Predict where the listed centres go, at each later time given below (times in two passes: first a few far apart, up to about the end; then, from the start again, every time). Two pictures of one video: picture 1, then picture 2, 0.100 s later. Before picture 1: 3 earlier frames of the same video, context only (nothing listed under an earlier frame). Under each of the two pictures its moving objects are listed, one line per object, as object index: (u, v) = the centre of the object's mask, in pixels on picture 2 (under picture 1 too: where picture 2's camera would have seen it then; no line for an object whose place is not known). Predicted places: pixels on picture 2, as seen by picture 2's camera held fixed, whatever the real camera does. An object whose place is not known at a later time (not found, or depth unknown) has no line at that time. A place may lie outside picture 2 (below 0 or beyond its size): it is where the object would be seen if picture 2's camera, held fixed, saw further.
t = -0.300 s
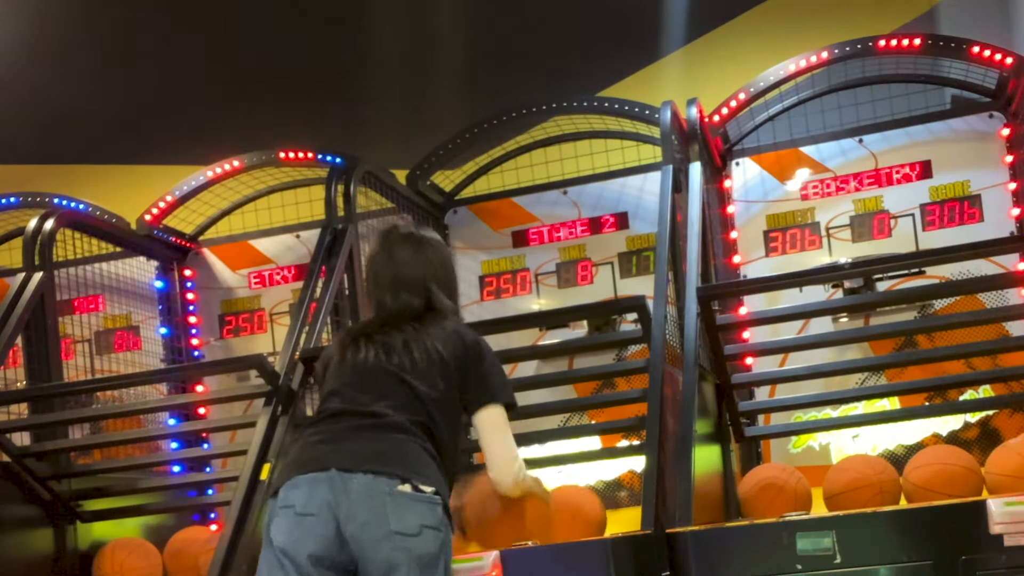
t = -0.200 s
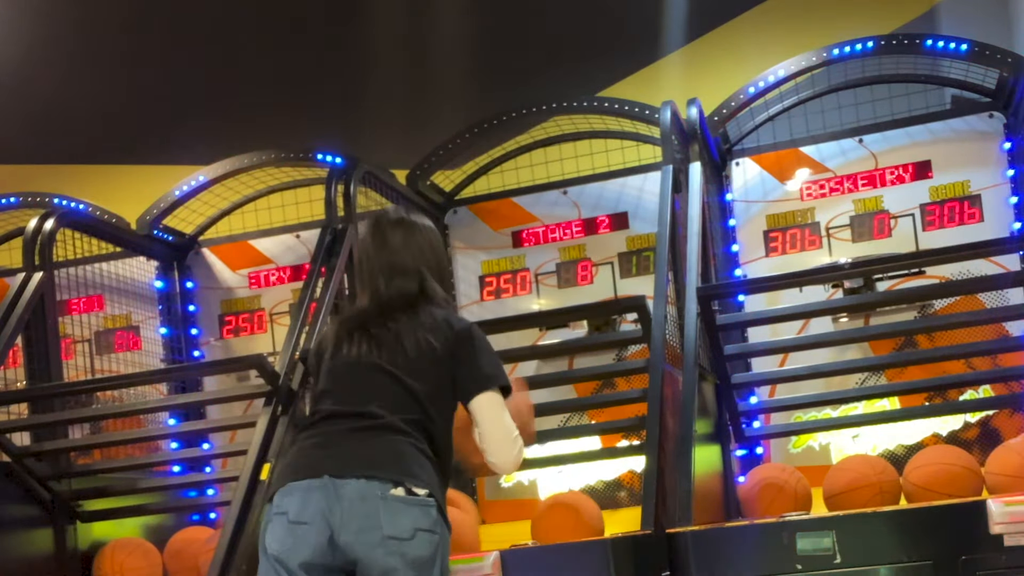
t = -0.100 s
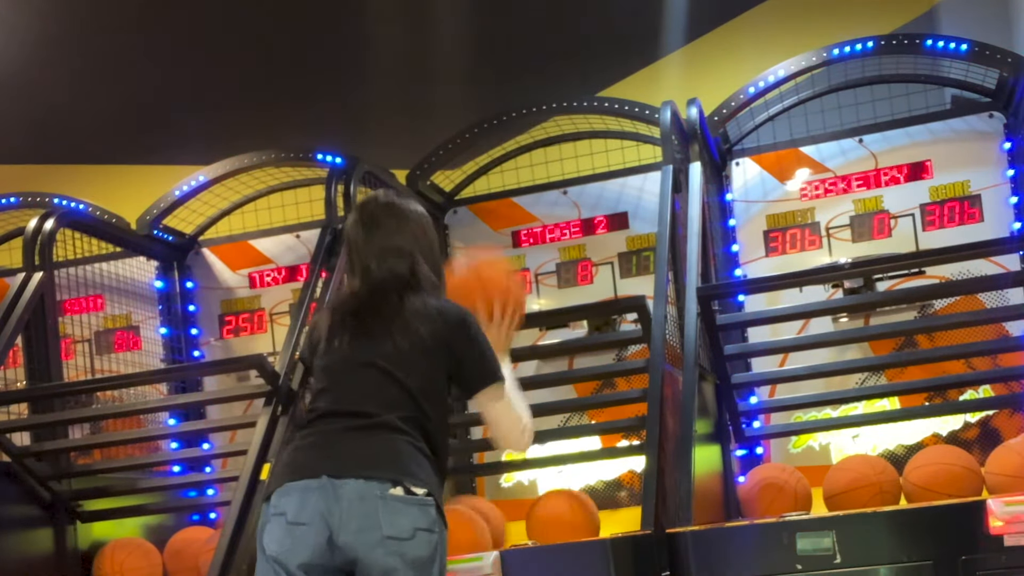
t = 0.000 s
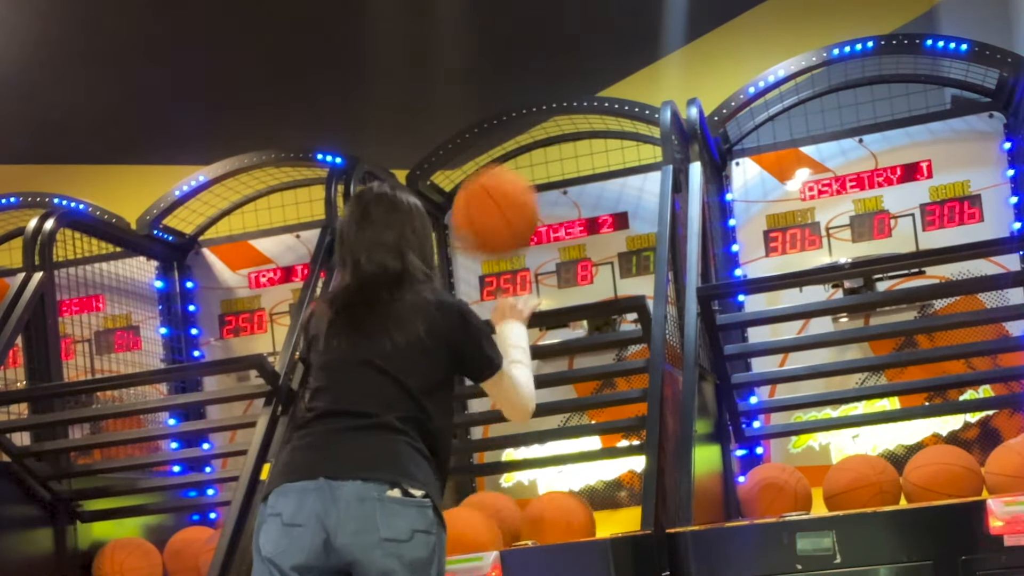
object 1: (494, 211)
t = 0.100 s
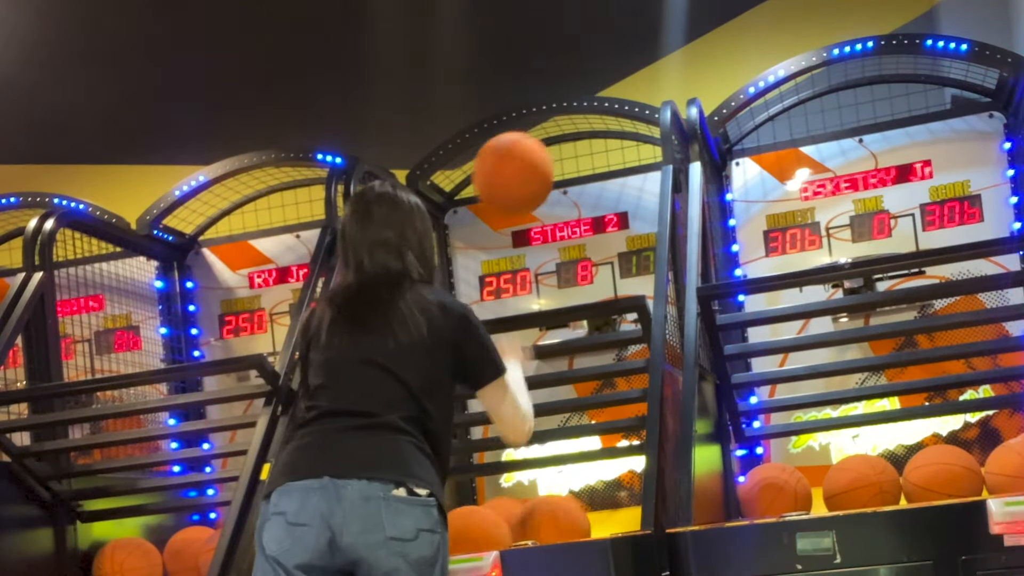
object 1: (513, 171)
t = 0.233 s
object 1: (538, 179)
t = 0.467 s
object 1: (576, 264)
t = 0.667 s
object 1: (579, 269)
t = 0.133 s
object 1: (519, 169)
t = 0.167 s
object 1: (525, 169)
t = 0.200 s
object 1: (531, 172)
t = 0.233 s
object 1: (538, 179)
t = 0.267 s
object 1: (545, 189)
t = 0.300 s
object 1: (552, 202)
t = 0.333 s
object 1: (559, 217)
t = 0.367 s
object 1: (565, 235)
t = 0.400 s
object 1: (573, 259)
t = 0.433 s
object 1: (577, 272)
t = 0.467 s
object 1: (576, 264)
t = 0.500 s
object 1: (576, 257)
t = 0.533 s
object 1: (576, 253)
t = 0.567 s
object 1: (576, 253)
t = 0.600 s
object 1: (576, 255)
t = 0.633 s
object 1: (578, 260)
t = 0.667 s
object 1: (579, 269)
